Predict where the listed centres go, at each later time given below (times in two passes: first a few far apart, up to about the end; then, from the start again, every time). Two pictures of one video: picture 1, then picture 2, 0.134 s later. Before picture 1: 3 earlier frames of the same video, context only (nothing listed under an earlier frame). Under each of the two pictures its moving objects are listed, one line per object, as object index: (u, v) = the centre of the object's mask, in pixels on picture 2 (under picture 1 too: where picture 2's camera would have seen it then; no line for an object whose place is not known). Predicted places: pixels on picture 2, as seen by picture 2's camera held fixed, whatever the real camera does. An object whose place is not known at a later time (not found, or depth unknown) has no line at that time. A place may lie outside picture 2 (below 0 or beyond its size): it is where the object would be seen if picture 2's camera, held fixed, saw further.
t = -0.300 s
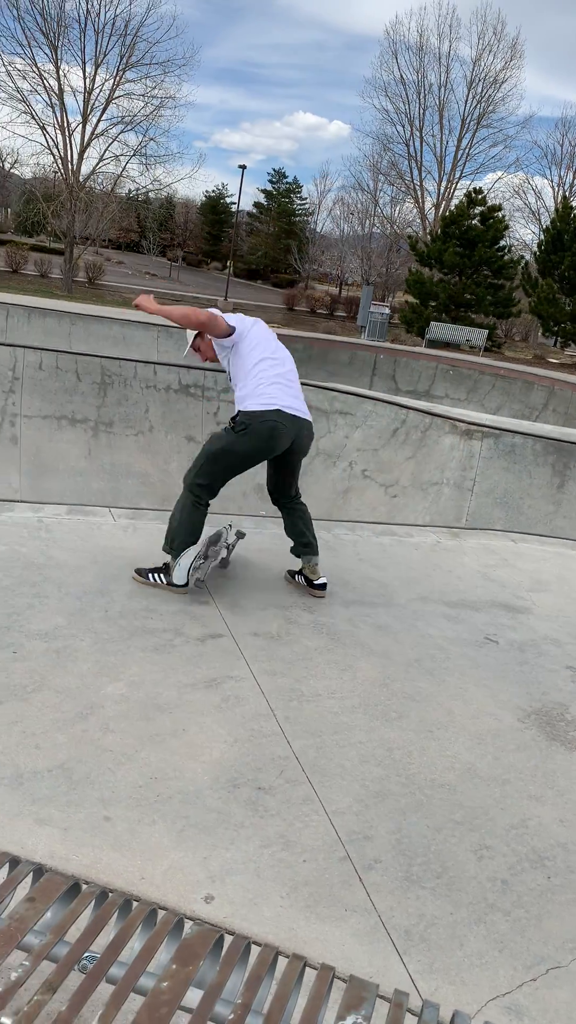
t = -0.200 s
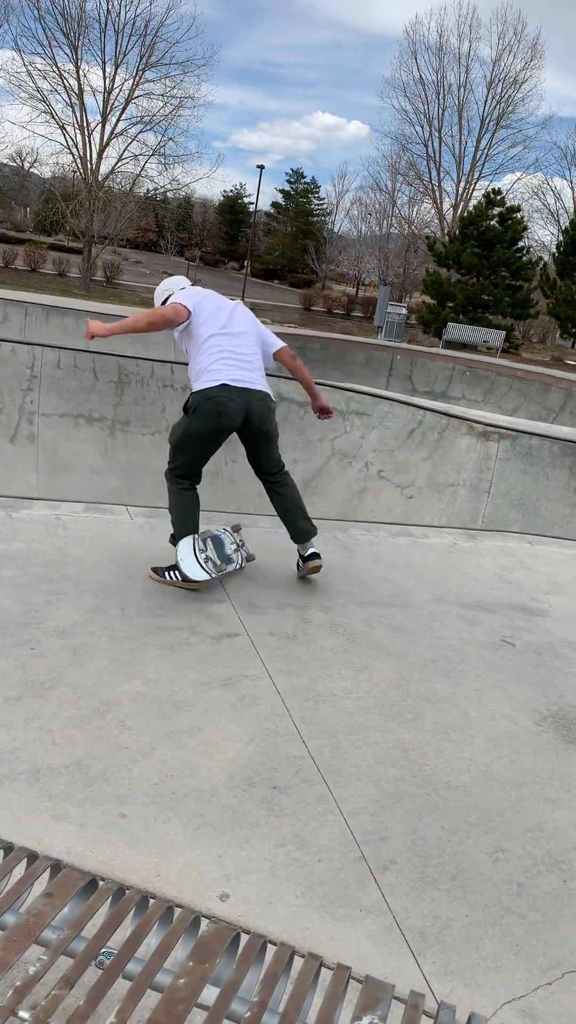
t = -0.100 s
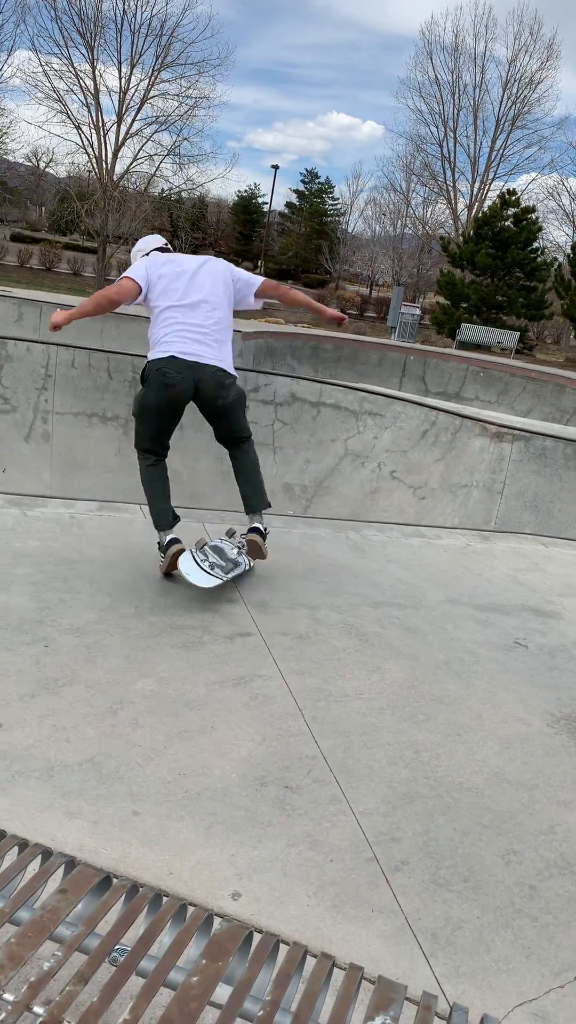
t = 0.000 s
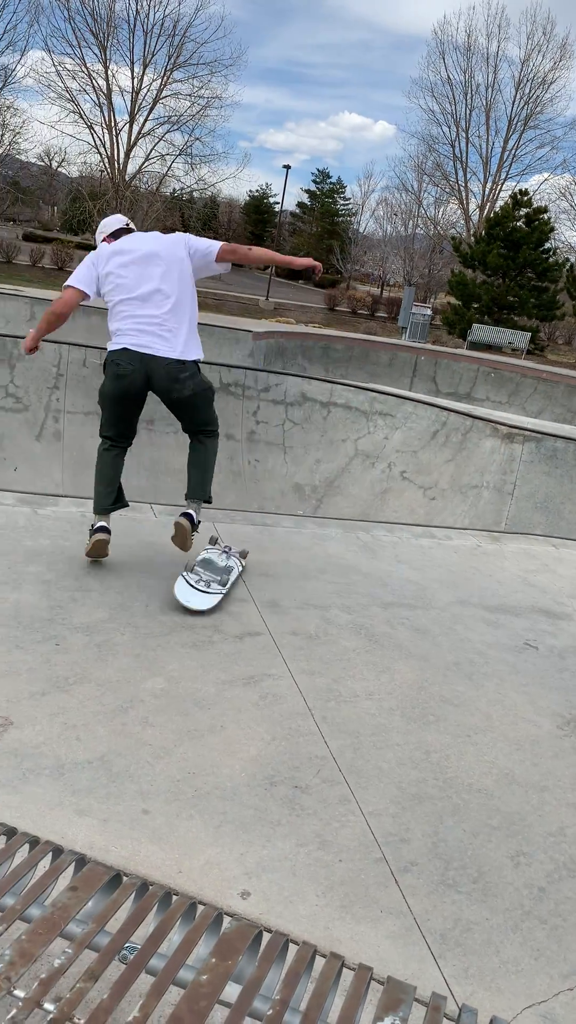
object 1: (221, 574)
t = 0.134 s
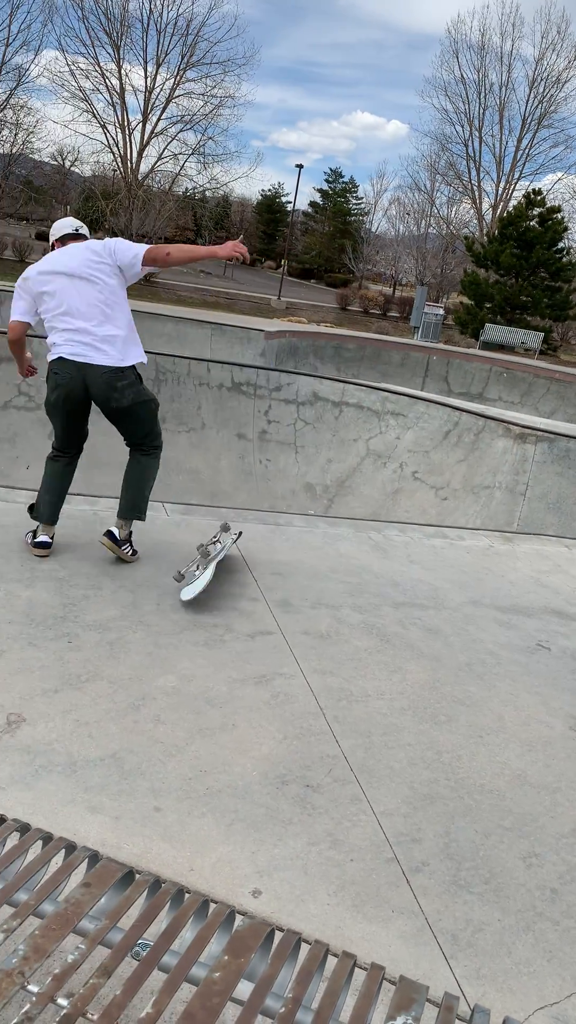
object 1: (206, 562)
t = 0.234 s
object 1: (196, 555)
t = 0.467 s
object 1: (178, 550)
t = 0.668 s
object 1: (161, 551)
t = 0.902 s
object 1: (150, 556)
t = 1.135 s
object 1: (148, 560)
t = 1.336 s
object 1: (145, 563)
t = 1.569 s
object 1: (141, 569)
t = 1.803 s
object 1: (136, 575)
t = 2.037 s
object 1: (130, 583)
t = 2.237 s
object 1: (124, 591)
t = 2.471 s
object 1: (115, 603)
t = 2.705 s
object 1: (104, 616)
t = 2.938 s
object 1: (91, 633)
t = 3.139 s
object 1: (76, 650)
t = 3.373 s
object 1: (55, 676)
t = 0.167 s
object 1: (203, 558)
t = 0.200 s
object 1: (199, 557)
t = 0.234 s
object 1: (196, 555)
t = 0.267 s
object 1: (193, 555)
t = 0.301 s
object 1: (190, 554)
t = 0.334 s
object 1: (187, 553)
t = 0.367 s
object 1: (184, 552)
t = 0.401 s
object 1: (182, 551)
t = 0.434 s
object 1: (180, 550)
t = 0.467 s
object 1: (178, 550)
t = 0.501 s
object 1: (177, 549)
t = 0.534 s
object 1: (175, 549)
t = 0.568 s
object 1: (172, 549)
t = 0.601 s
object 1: (169, 549)
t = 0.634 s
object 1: (166, 550)
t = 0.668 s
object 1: (161, 551)
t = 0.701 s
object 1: (156, 554)
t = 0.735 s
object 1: (153, 553)
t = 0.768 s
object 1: (151, 553)
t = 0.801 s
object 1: (150, 553)
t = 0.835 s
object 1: (150, 555)
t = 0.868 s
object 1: (151, 556)
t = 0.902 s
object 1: (150, 556)
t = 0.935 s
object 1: (150, 557)
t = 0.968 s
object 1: (150, 557)
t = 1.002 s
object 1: (149, 558)
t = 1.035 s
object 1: (149, 558)
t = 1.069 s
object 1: (149, 559)
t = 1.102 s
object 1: (148, 559)
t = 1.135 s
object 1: (148, 560)
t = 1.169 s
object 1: (148, 560)
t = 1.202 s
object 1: (147, 561)
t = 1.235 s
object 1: (147, 561)
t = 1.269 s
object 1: (146, 562)
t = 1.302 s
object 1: (146, 563)
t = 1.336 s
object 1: (145, 563)
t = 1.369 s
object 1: (145, 564)
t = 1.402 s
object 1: (144, 565)
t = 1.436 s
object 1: (144, 565)
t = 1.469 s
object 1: (143, 566)
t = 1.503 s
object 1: (143, 567)
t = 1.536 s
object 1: (142, 568)
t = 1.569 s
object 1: (141, 569)
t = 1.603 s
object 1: (141, 570)
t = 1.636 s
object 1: (140, 571)
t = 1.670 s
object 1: (139, 571)
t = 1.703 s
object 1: (139, 572)
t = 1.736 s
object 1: (138, 573)
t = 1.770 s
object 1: (137, 574)
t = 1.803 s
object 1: (136, 575)
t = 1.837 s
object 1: (136, 576)
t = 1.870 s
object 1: (135, 577)
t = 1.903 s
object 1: (134, 579)
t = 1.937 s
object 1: (133, 580)
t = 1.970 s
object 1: (132, 581)
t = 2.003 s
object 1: (131, 582)
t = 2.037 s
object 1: (130, 583)
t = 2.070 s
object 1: (129, 584)
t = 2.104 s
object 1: (128, 586)
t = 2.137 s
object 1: (127, 587)
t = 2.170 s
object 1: (126, 588)
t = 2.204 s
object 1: (125, 590)
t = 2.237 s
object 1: (124, 591)
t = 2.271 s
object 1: (123, 593)
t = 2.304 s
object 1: (122, 594)
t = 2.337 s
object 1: (121, 596)
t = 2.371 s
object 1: (119, 598)
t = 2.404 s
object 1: (118, 599)
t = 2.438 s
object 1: (116, 601)
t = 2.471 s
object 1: (115, 603)
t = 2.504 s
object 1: (114, 604)
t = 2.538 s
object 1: (112, 606)
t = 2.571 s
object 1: (111, 608)
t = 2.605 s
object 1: (109, 610)
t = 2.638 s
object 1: (108, 612)
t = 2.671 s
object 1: (106, 614)
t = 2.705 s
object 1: (104, 616)
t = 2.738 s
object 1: (102, 618)
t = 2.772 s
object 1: (101, 620)
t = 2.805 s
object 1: (99, 623)
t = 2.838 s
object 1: (97, 625)
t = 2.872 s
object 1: (95, 628)
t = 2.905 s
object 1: (92, 630)
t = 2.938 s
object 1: (91, 633)
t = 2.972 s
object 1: (88, 635)
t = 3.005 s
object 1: (86, 638)
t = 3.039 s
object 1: (83, 641)
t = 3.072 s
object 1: (81, 644)
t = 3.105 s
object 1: (78, 647)
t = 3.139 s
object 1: (76, 650)
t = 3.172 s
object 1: (73, 654)
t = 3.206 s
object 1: (70, 657)
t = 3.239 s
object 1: (67, 660)
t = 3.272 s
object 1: (64, 664)
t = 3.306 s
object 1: (61, 668)
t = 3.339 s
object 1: (58, 672)
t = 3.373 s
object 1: (55, 676)
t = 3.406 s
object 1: (51, 680)
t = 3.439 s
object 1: (48, 685)
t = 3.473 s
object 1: (45, 689)
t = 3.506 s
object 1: (41, 694)
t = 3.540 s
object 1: (37, 698)
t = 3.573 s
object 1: (33, 703)
